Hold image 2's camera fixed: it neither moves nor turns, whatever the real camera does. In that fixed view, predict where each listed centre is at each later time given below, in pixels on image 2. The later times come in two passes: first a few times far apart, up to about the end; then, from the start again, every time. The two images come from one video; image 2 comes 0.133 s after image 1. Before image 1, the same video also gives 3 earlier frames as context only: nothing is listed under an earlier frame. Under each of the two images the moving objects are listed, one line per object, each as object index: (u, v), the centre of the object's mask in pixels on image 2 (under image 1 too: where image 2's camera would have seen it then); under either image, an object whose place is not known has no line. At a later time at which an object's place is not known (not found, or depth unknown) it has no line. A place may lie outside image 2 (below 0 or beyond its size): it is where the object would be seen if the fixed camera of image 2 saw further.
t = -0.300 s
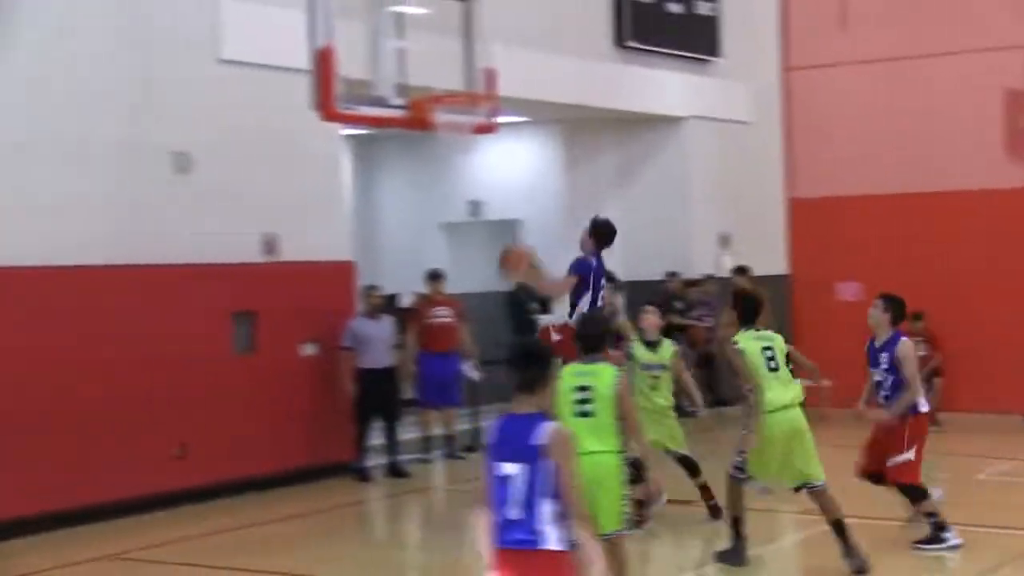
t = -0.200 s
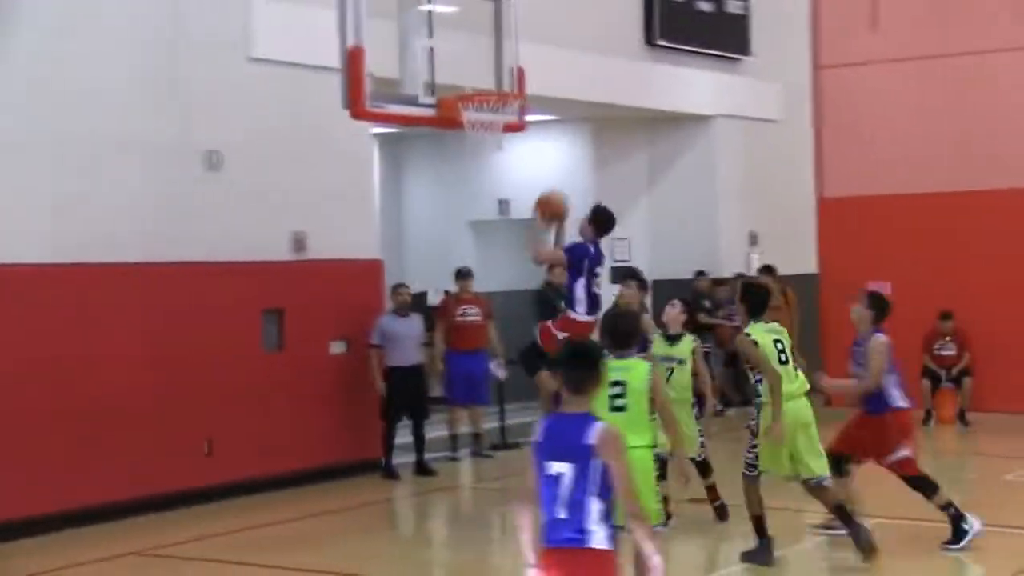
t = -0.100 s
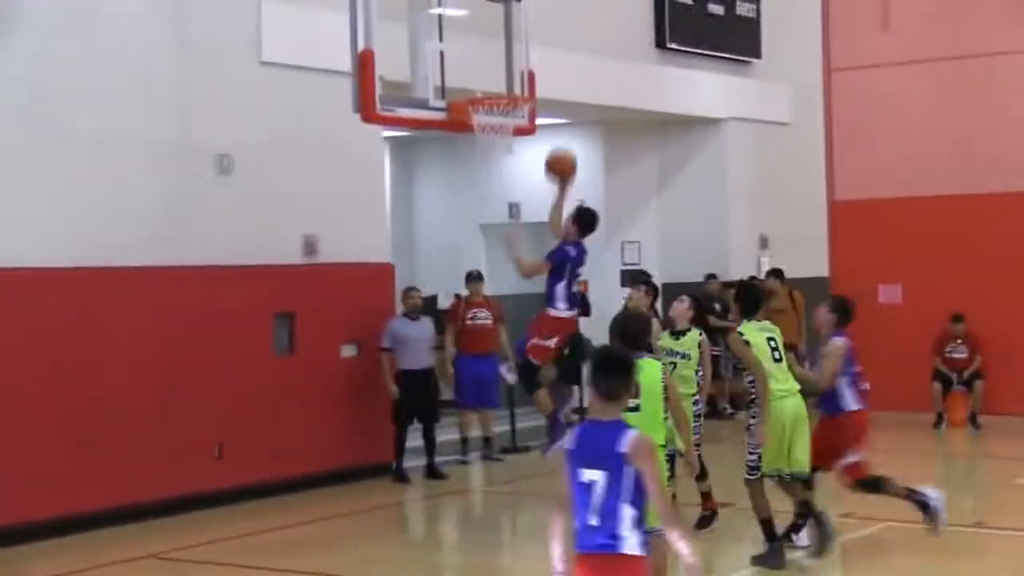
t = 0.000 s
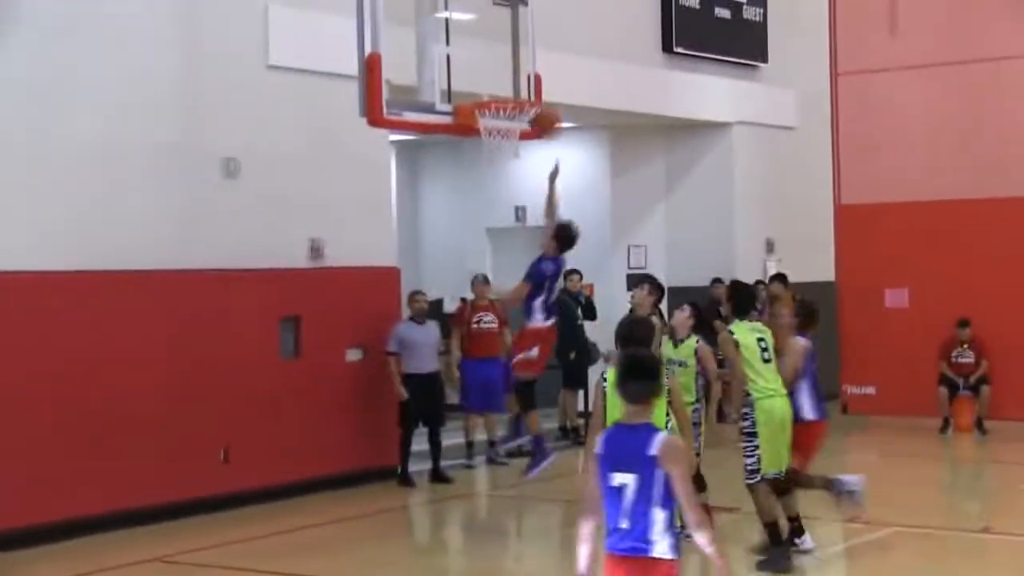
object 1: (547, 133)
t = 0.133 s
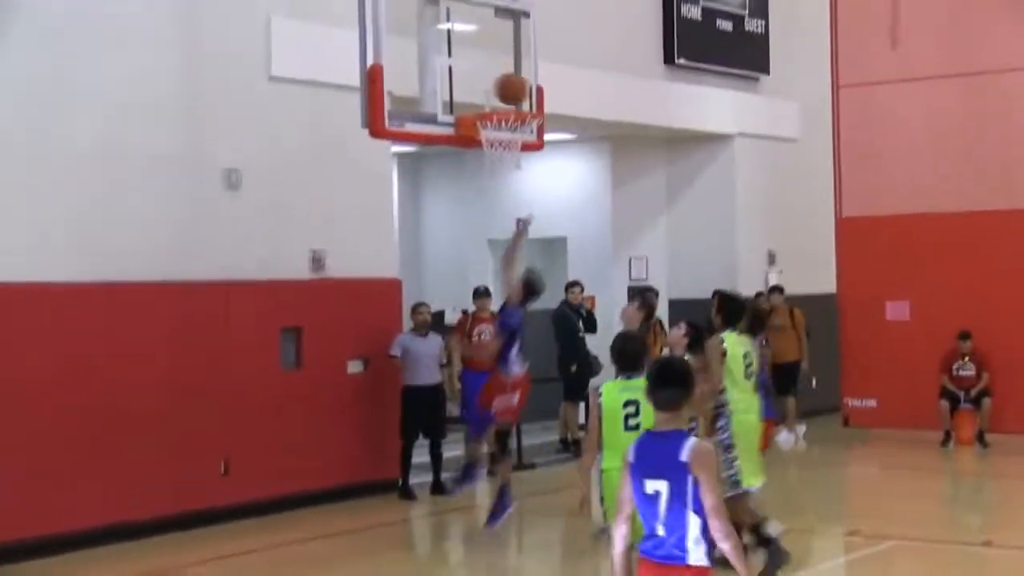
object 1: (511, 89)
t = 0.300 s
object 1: (516, 81)
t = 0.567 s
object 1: (509, 108)
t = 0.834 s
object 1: (489, 174)
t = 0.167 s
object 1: (508, 83)
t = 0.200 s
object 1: (510, 81)
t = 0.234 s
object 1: (512, 79)
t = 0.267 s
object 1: (514, 80)
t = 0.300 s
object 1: (516, 81)
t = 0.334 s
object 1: (518, 84)
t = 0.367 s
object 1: (520, 89)
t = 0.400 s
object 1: (521, 94)
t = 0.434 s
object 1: (525, 100)
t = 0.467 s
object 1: (524, 102)
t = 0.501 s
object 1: (518, 103)
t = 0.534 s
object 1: (514, 106)
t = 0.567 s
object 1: (509, 108)
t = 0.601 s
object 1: (508, 134)
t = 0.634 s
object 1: (499, 139)
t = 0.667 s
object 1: (504, 141)
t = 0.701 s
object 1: (497, 149)
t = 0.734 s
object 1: (495, 164)
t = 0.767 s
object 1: (493, 166)
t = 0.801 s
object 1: (490, 170)
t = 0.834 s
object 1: (489, 174)
